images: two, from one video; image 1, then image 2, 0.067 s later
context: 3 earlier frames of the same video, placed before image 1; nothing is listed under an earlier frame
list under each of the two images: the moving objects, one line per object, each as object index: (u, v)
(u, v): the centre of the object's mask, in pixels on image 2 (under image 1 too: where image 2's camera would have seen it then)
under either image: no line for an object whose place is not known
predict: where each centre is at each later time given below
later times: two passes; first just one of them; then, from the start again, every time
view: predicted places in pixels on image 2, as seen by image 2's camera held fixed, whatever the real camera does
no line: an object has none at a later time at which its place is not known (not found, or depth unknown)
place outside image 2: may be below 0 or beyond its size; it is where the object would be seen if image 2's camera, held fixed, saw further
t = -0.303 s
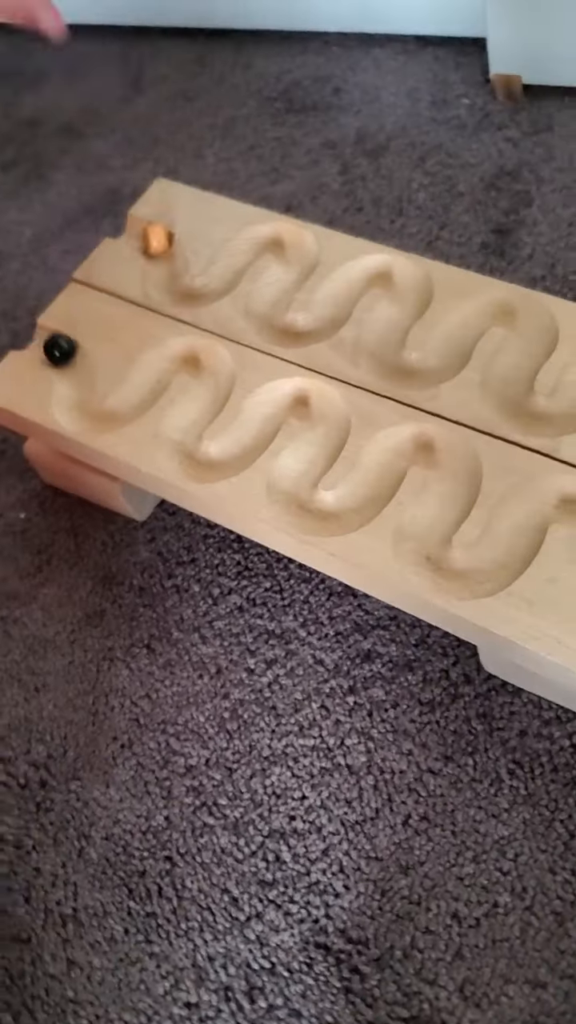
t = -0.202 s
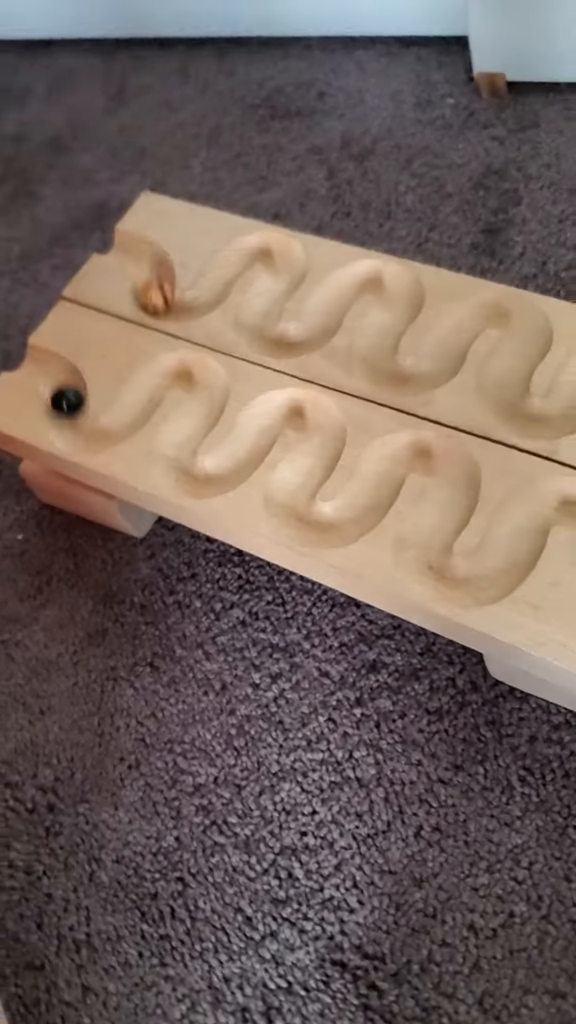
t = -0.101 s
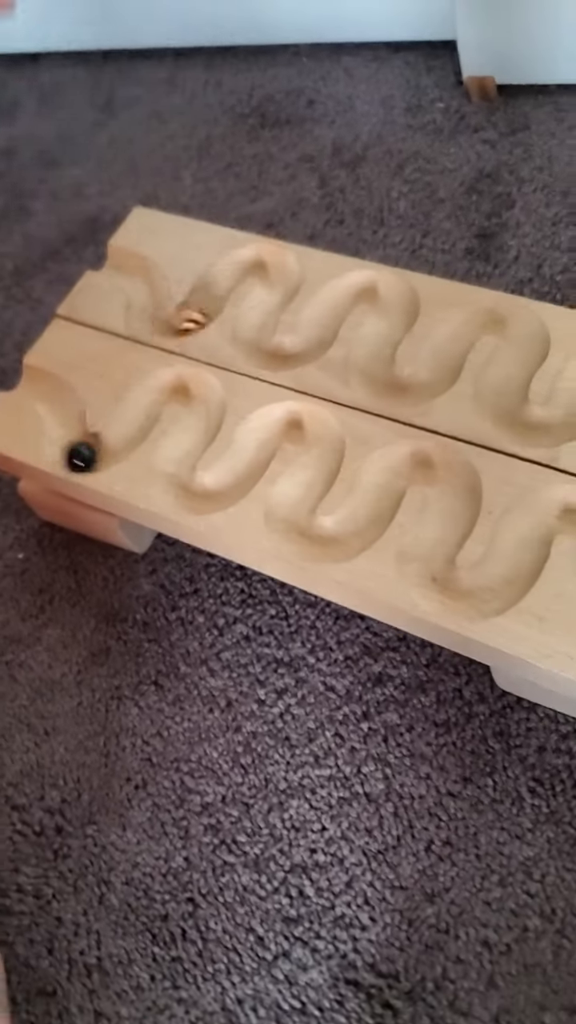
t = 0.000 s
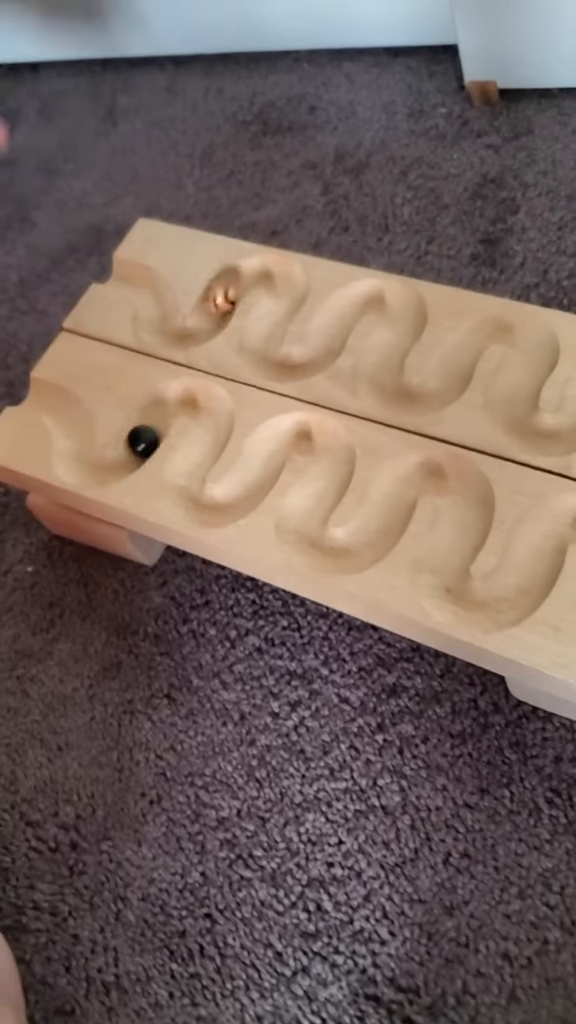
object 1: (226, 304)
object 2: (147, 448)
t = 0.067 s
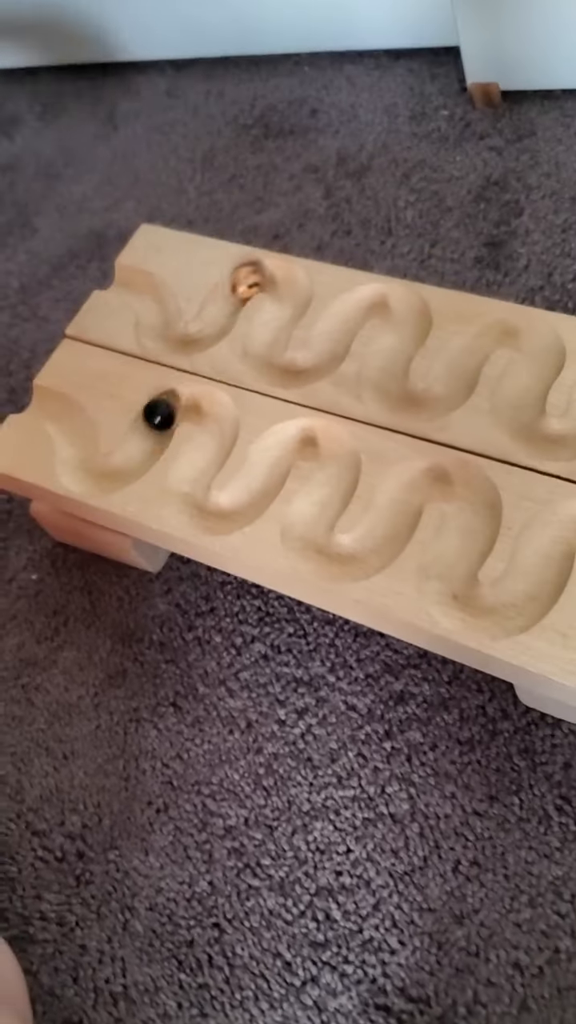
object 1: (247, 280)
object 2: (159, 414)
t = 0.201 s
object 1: (295, 287)
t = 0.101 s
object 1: (261, 274)
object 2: (173, 403)
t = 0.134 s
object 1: (273, 273)
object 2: (189, 402)
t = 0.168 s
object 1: (285, 280)
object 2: (207, 403)
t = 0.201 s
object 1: (295, 287)
